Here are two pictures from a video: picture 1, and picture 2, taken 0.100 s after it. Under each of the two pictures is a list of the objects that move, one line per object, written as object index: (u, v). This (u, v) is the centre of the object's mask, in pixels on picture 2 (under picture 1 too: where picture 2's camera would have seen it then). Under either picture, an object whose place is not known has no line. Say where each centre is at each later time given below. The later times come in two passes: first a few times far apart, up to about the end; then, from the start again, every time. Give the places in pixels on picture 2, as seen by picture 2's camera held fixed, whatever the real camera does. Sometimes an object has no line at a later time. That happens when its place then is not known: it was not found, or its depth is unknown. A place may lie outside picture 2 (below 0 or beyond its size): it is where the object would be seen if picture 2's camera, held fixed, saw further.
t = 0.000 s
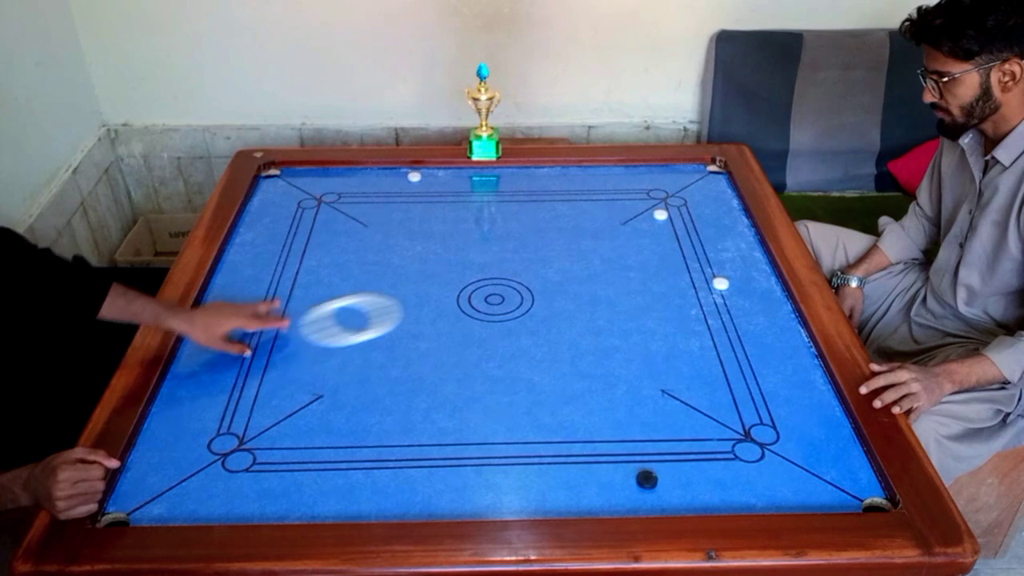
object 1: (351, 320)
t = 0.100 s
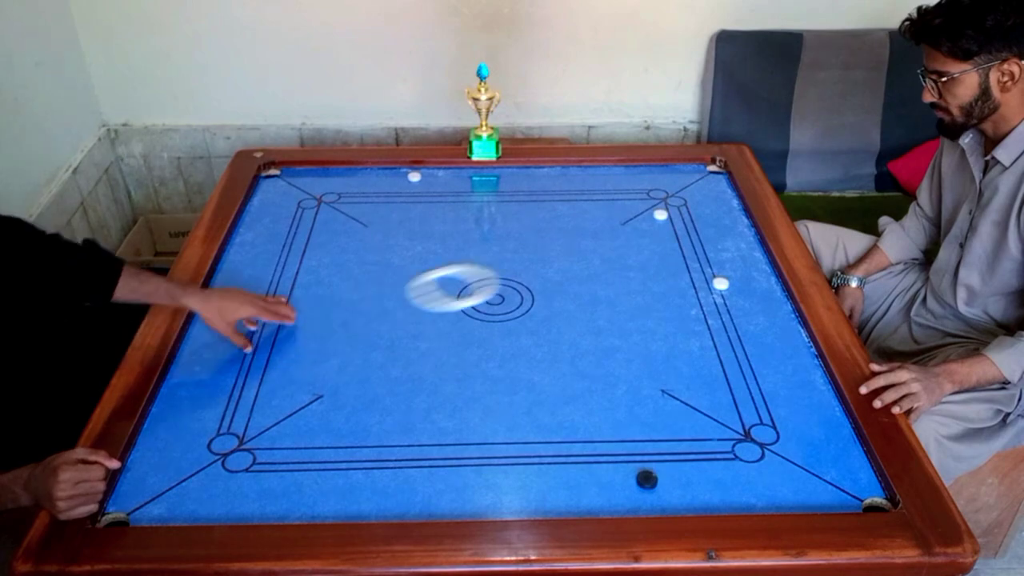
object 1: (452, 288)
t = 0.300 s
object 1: (626, 233)
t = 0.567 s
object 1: (634, 195)
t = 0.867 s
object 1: (487, 186)
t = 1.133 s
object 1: (373, 202)
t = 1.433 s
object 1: (291, 225)
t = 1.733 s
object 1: (387, 257)
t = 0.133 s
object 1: (485, 277)
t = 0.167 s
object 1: (515, 267)
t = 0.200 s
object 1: (544, 259)
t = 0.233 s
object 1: (573, 249)
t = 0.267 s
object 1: (600, 241)
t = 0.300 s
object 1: (626, 233)
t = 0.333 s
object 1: (651, 225)
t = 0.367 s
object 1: (674, 217)
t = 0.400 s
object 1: (696, 210)
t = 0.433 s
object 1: (708, 206)
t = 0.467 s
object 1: (691, 203)
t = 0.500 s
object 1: (672, 201)
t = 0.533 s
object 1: (653, 197)
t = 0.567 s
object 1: (634, 195)
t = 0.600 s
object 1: (616, 192)
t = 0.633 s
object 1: (598, 189)
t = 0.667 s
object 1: (580, 186)
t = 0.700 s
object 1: (564, 184)
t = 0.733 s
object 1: (546, 181)
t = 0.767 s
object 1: (530, 180)
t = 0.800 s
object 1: (515, 181)
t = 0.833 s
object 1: (501, 183)
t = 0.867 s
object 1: (487, 186)
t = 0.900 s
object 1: (473, 187)
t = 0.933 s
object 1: (459, 189)
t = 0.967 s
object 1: (445, 191)
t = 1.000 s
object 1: (431, 194)
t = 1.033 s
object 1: (416, 196)
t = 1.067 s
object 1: (402, 198)
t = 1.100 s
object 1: (388, 200)
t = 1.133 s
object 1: (373, 202)
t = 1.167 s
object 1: (358, 204)
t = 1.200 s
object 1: (344, 207)
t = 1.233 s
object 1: (330, 209)
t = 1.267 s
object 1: (315, 211)
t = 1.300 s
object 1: (300, 213)
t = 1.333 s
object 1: (285, 215)
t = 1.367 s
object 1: (273, 218)
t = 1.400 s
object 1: (281, 221)
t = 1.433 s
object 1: (291, 225)
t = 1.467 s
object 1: (301, 228)
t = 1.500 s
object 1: (312, 232)
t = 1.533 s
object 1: (322, 235)
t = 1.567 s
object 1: (333, 239)
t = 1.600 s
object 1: (344, 242)
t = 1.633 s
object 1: (354, 246)
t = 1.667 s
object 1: (365, 250)
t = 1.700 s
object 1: (376, 254)
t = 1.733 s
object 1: (387, 257)
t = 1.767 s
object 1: (398, 261)
